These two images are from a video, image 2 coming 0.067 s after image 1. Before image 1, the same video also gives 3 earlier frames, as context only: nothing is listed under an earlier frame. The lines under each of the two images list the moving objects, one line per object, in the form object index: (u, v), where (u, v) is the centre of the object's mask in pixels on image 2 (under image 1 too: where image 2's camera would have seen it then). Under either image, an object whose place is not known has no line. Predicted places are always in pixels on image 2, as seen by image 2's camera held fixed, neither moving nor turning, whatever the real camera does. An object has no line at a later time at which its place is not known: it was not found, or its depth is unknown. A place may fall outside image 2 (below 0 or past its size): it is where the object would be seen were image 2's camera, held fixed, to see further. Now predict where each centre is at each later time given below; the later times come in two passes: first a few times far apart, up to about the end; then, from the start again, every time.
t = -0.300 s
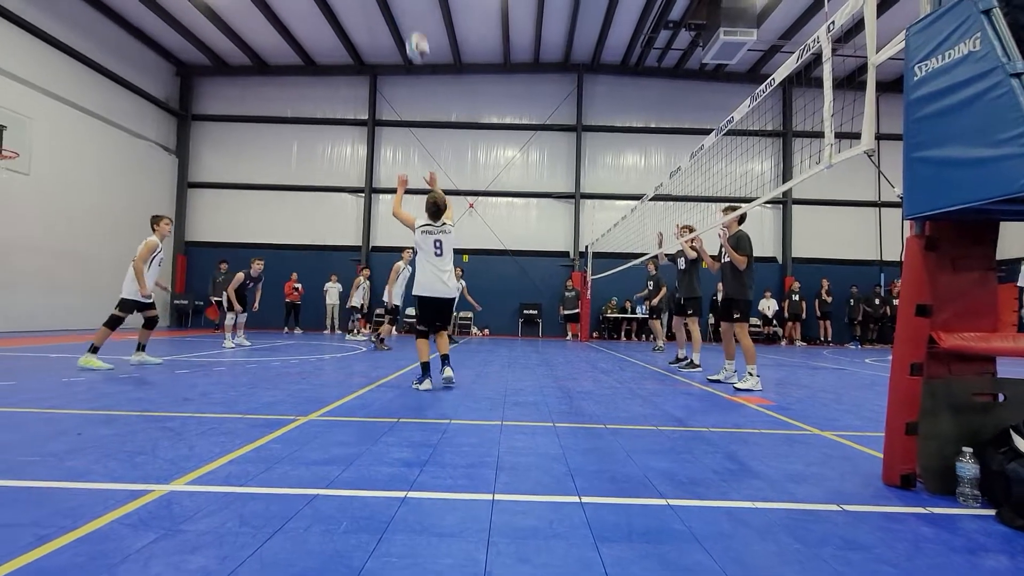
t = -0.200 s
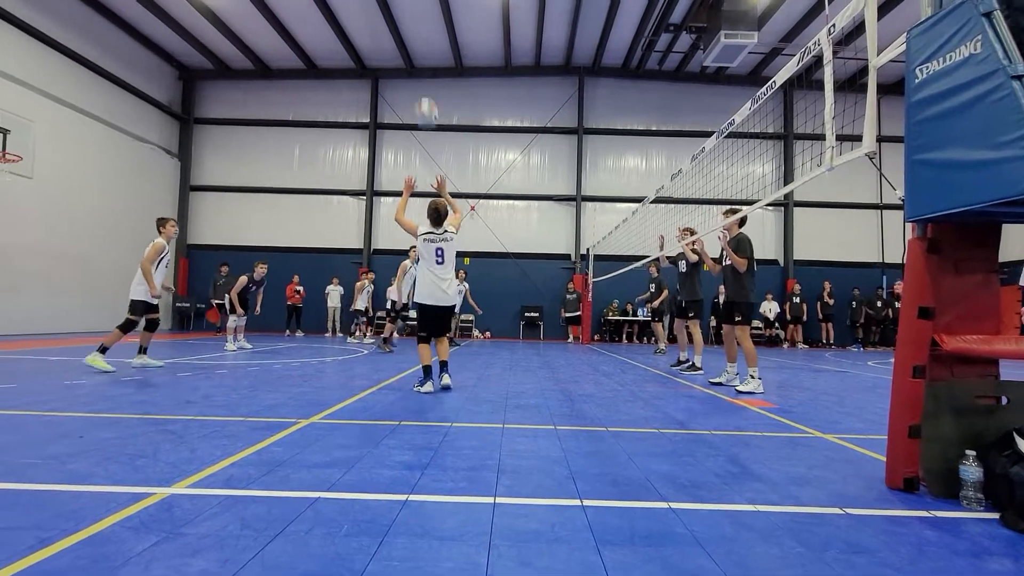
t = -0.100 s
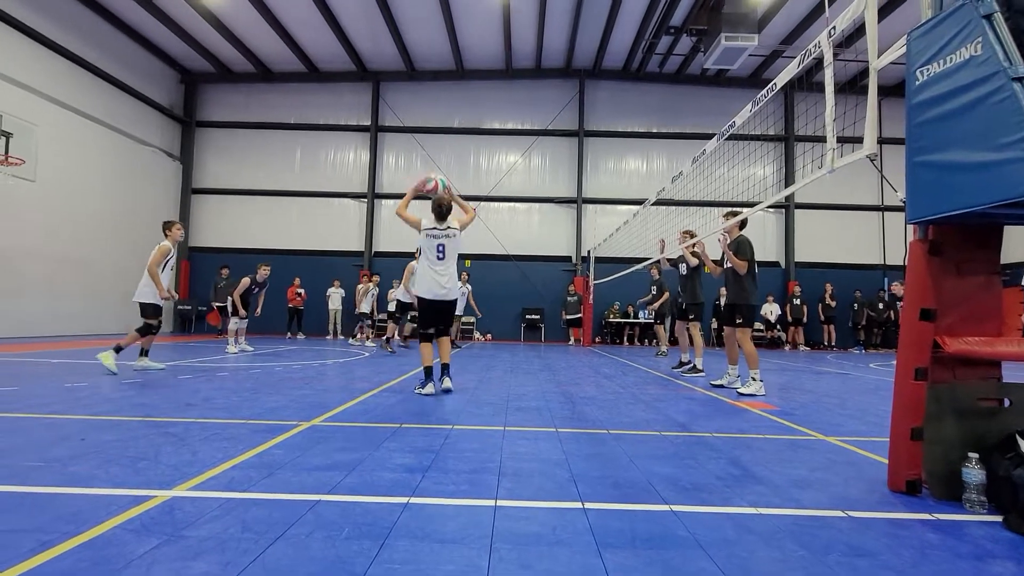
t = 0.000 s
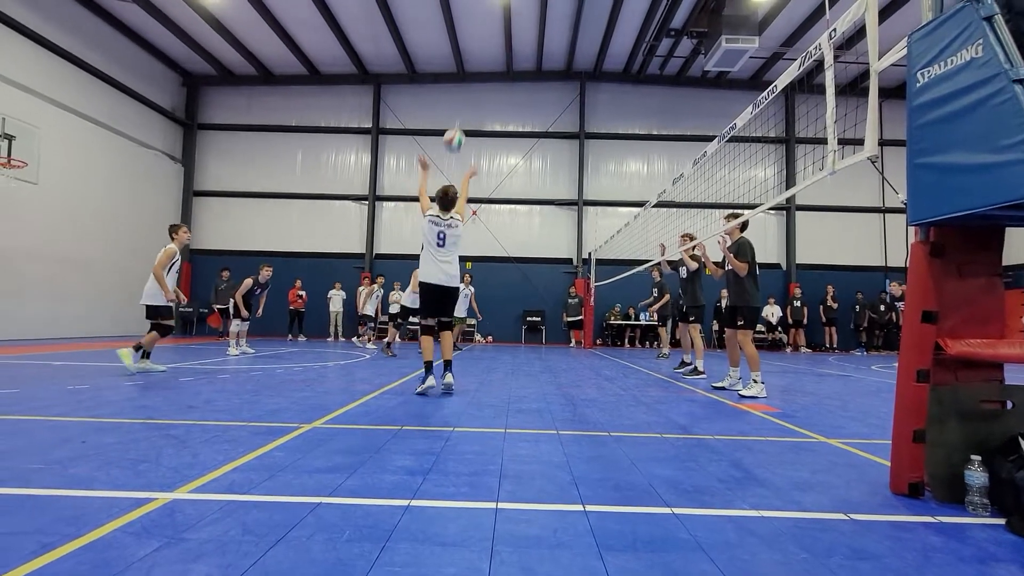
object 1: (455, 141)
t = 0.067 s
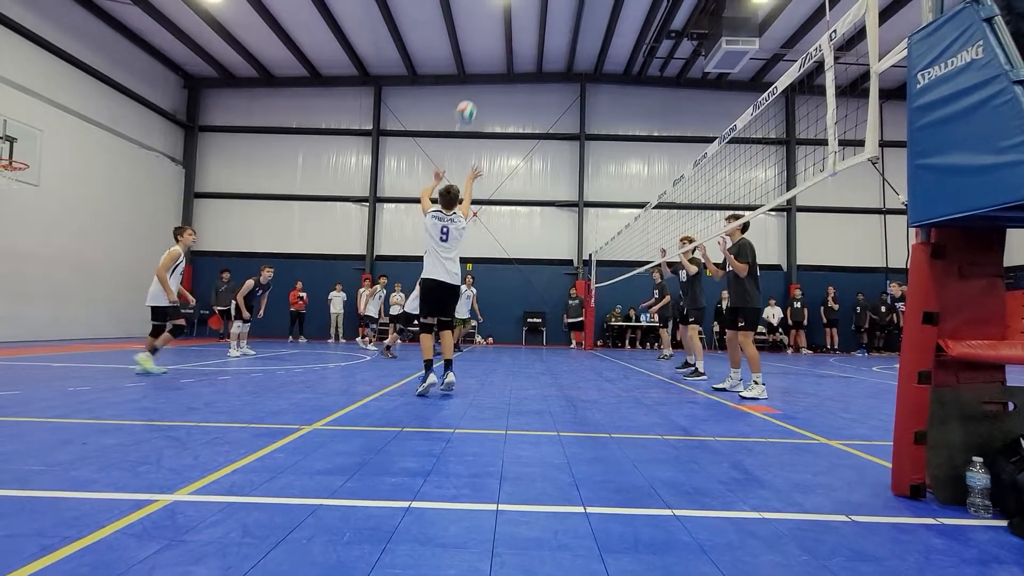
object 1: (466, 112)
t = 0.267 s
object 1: (493, 65)
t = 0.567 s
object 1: (521, 66)
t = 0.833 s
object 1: (539, 108)
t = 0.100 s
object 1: (471, 100)
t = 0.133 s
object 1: (476, 90)
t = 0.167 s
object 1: (481, 82)
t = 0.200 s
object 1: (485, 75)
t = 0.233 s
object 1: (489, 70)
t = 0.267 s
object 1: (493, 65)
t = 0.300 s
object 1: (497, 62)
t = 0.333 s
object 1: (500, 59)
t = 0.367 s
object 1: (504, 58)
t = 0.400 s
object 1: (507, 57)
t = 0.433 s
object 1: (510, 57)
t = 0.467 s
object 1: (513, 58)
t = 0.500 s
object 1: (516, 60)
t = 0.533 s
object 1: (518, 63)
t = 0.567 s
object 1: (521, 66)
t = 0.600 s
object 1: (523, 69)
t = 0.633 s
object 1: (525, 74)
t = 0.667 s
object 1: (528, 77)
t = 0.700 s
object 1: (530, 83)
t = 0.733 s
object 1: (532, 88)
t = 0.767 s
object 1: (535, 94)
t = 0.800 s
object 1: (537, 100)
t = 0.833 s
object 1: (539, 108)
